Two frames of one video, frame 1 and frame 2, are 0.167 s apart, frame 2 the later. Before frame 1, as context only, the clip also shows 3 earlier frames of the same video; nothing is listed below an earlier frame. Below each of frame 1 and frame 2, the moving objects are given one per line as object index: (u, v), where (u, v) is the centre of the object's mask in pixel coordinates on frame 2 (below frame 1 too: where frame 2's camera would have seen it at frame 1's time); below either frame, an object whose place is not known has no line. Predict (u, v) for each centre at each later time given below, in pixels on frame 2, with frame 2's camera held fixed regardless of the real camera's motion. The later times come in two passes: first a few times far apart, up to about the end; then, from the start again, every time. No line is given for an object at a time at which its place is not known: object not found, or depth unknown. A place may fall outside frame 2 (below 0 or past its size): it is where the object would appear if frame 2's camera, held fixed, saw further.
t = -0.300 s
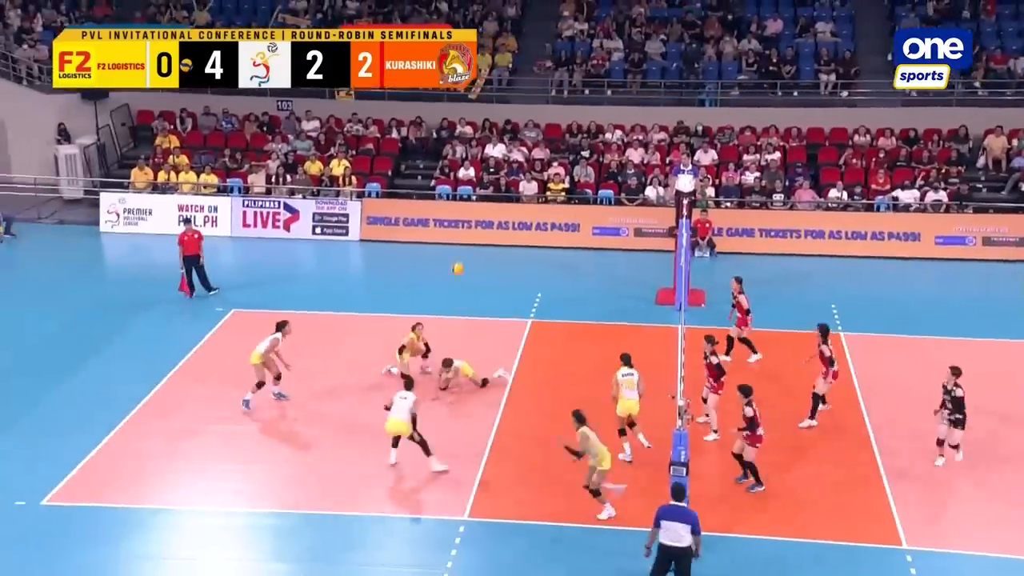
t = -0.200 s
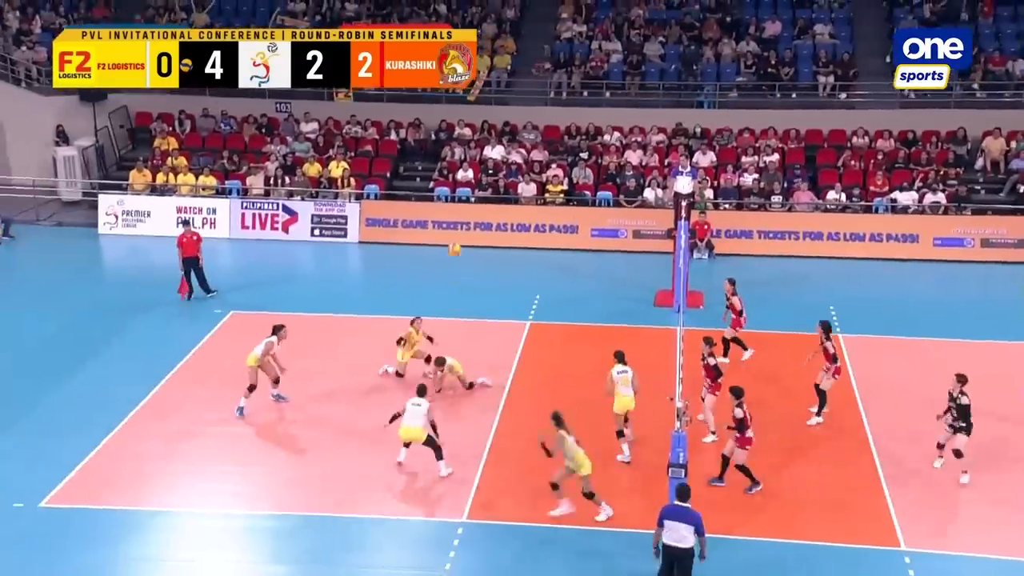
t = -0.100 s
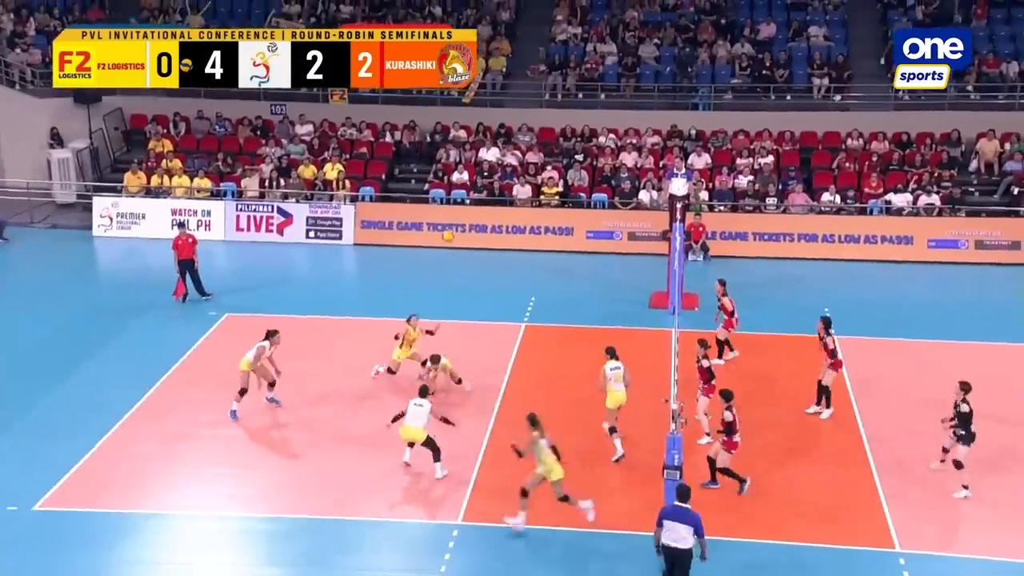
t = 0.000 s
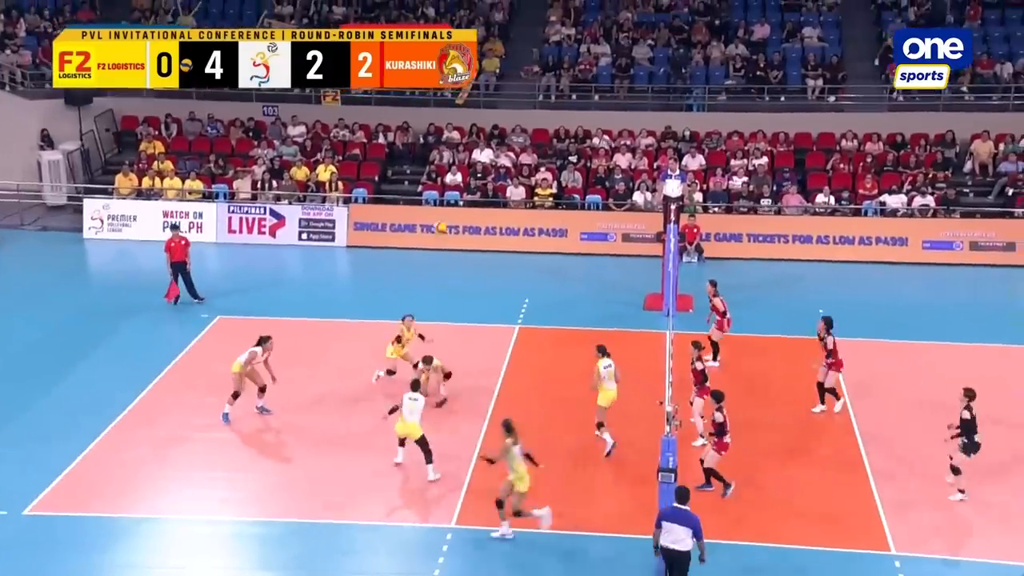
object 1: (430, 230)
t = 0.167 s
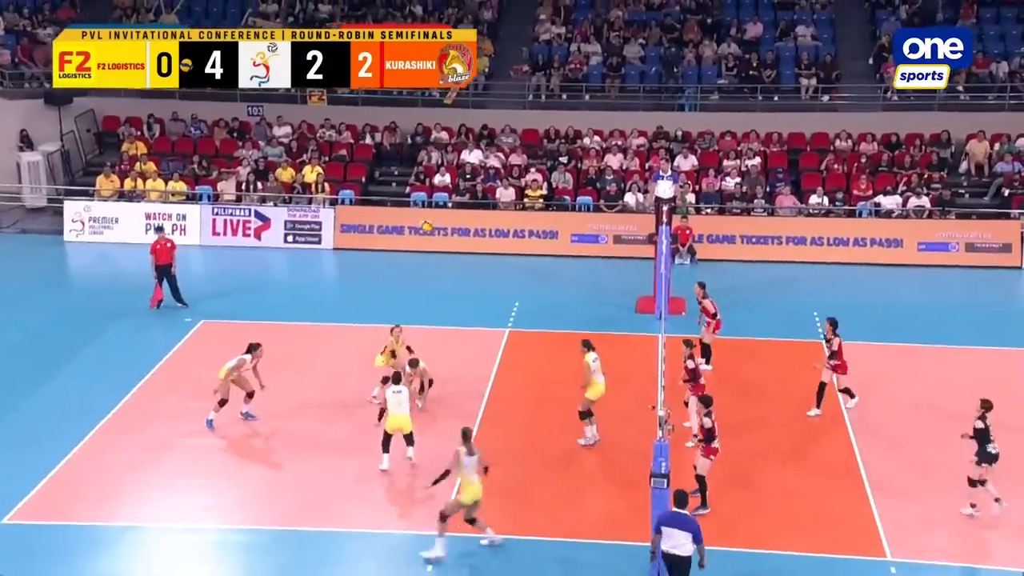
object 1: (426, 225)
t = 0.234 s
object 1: (425, 228)
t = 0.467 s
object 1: (419, 258)
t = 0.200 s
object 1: (425, 226)
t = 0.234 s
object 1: (425, 228)
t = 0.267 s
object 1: (424, 230)
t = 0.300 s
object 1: (423, 233)
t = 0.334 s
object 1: (423, 236)
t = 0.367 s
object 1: (422, 242)
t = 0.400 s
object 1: (421, 246)
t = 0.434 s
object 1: (421, 251)
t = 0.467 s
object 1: (419, 258)
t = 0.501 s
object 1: (419, 265)
